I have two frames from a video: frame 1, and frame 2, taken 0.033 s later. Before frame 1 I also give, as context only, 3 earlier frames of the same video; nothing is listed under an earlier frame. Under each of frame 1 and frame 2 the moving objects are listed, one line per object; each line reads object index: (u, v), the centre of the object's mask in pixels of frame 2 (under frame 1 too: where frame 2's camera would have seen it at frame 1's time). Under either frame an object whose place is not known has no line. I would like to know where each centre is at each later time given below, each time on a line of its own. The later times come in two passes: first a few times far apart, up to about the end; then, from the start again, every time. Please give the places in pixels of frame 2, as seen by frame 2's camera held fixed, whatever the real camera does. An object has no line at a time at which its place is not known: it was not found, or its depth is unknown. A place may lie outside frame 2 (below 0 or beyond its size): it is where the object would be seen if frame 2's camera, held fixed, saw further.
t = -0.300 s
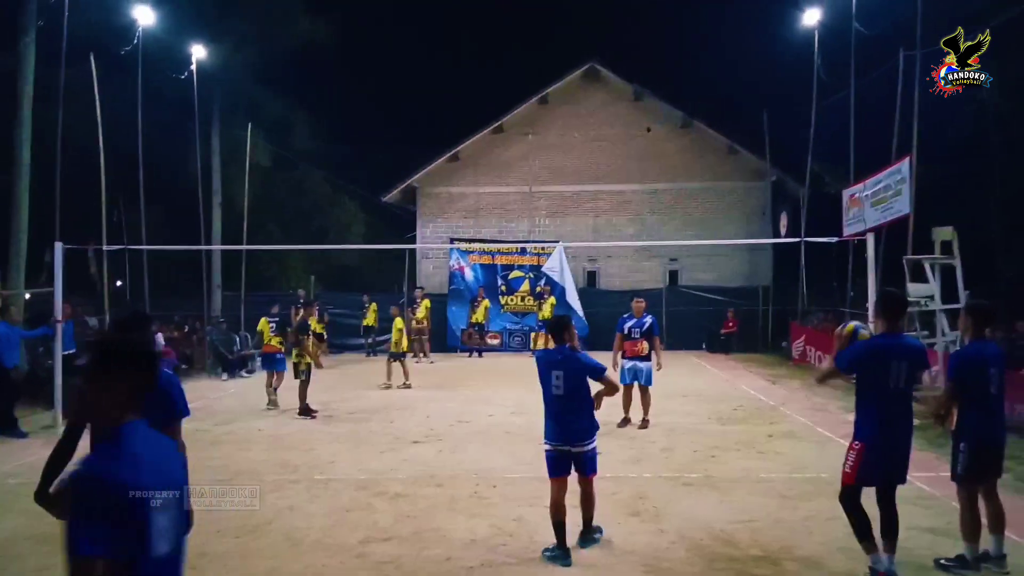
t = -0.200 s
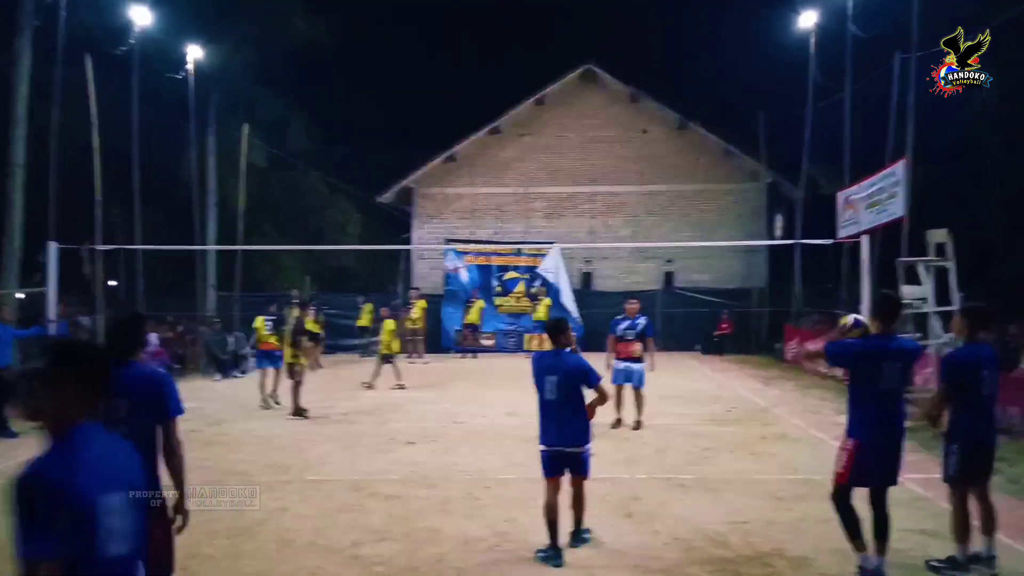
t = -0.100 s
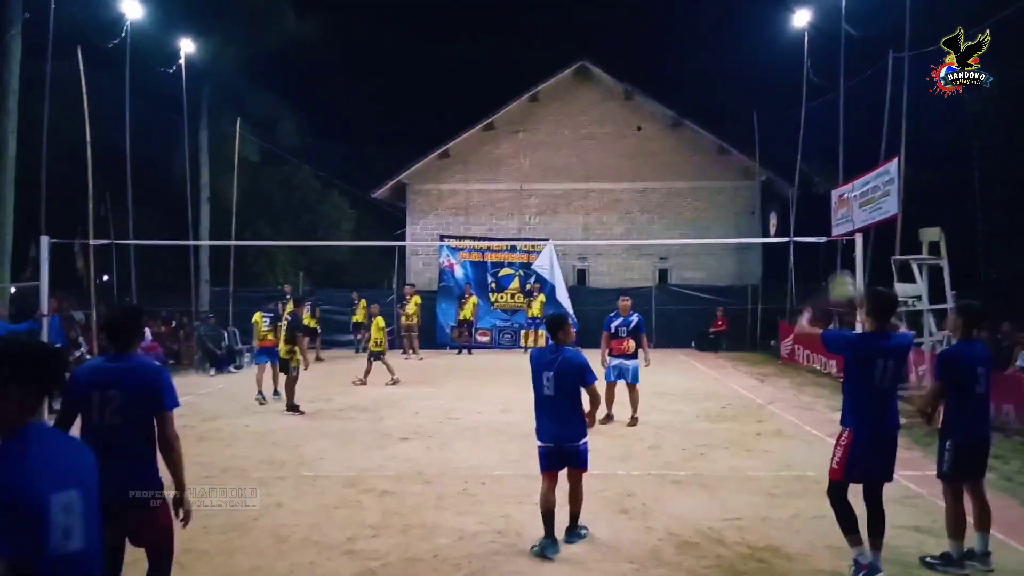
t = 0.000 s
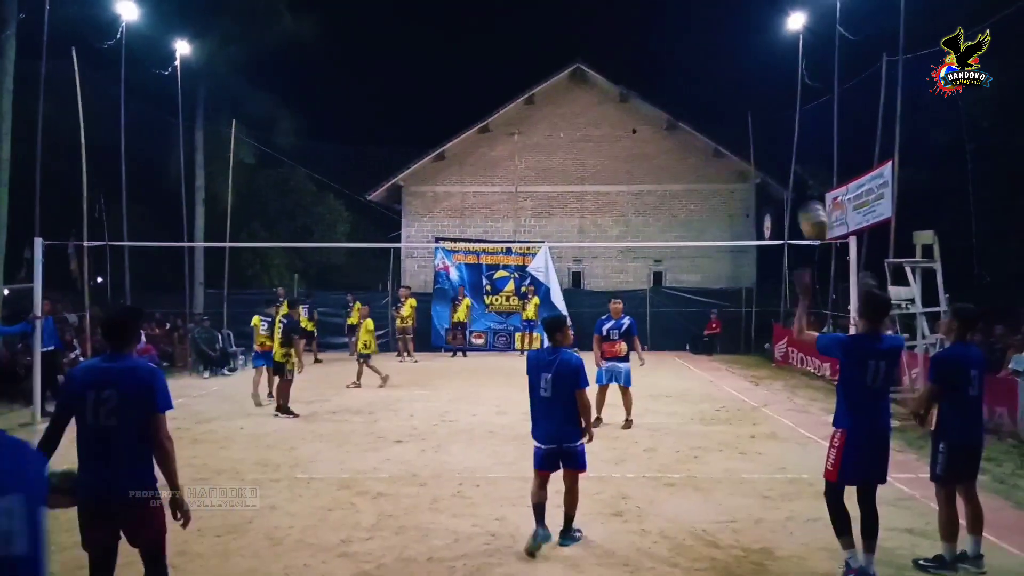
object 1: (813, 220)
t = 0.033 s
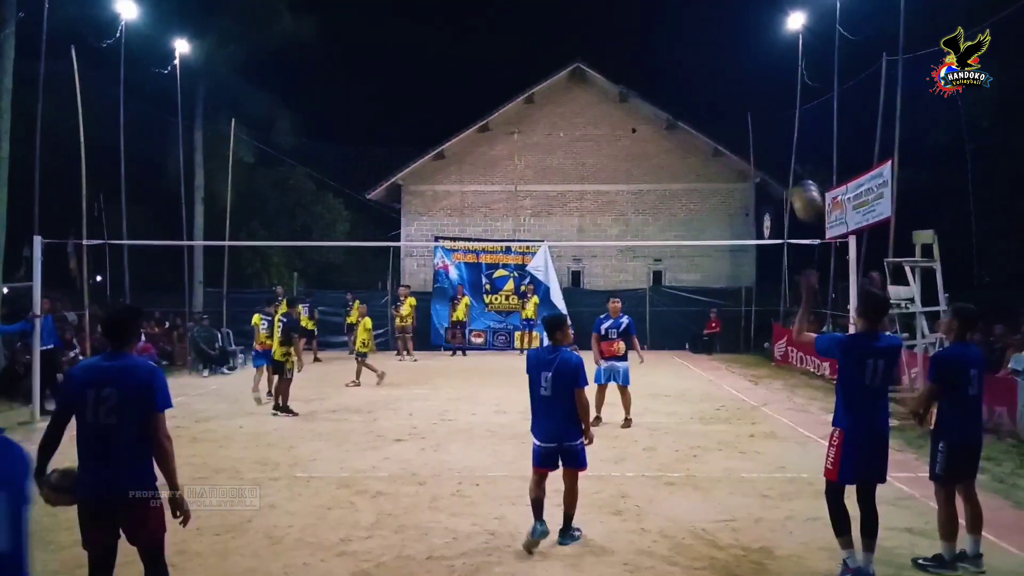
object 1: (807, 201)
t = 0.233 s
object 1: (771, 125)
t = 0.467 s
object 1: (739, 110)
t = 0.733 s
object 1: (710, 157)
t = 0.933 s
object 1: (693, 227)
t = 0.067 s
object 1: (801, 184)
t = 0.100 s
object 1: (795, 169)
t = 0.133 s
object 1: (788, 153)
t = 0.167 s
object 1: (782, 142)
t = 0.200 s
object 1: (777, 134)
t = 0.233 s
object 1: (771, 125)
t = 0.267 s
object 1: (766, 119)
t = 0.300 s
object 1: (761, 113)
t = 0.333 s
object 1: (756, 110)
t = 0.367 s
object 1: (752, 109)
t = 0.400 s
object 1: (747, 108)
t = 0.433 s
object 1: (743, 108)
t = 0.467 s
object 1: (739, 110)
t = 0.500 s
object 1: (734, 113)
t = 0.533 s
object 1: (731, 116)
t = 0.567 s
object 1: (727, 121)
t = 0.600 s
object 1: (723, 127)
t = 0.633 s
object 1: (720, 133)
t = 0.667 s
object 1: (716, 141)
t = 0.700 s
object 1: (713, 148)
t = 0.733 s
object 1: (710, 157)
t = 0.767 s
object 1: (707, 166)
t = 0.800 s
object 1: (704, 178)
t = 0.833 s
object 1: (701, 191)
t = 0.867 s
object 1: (697, 201)
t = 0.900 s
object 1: (695, 215)
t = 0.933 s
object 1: (693, 227)
